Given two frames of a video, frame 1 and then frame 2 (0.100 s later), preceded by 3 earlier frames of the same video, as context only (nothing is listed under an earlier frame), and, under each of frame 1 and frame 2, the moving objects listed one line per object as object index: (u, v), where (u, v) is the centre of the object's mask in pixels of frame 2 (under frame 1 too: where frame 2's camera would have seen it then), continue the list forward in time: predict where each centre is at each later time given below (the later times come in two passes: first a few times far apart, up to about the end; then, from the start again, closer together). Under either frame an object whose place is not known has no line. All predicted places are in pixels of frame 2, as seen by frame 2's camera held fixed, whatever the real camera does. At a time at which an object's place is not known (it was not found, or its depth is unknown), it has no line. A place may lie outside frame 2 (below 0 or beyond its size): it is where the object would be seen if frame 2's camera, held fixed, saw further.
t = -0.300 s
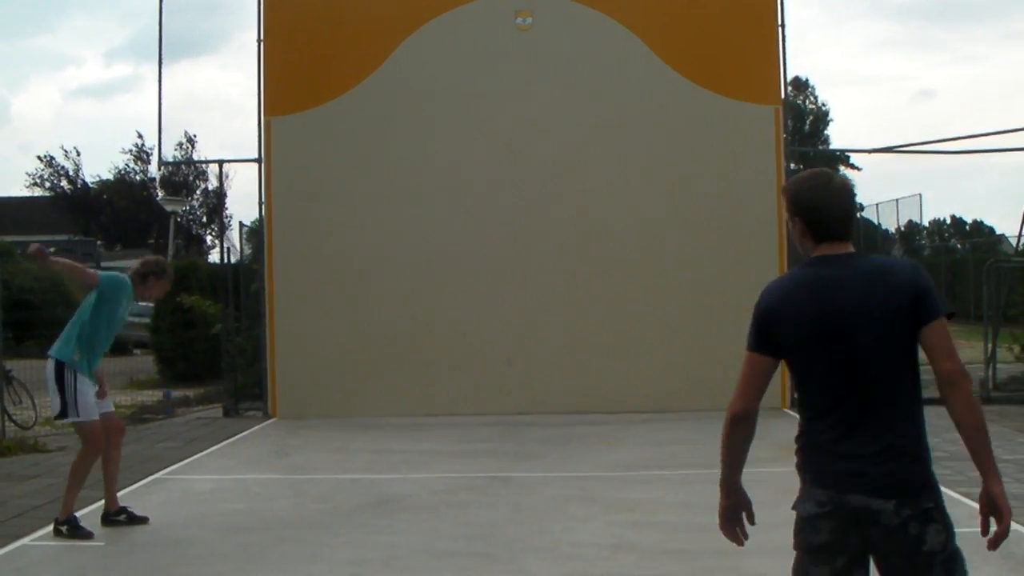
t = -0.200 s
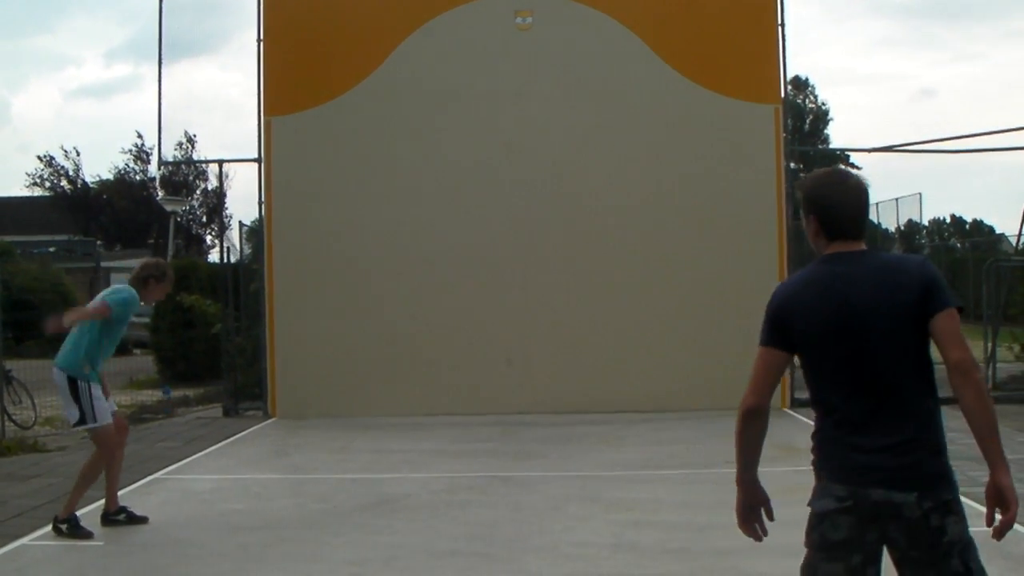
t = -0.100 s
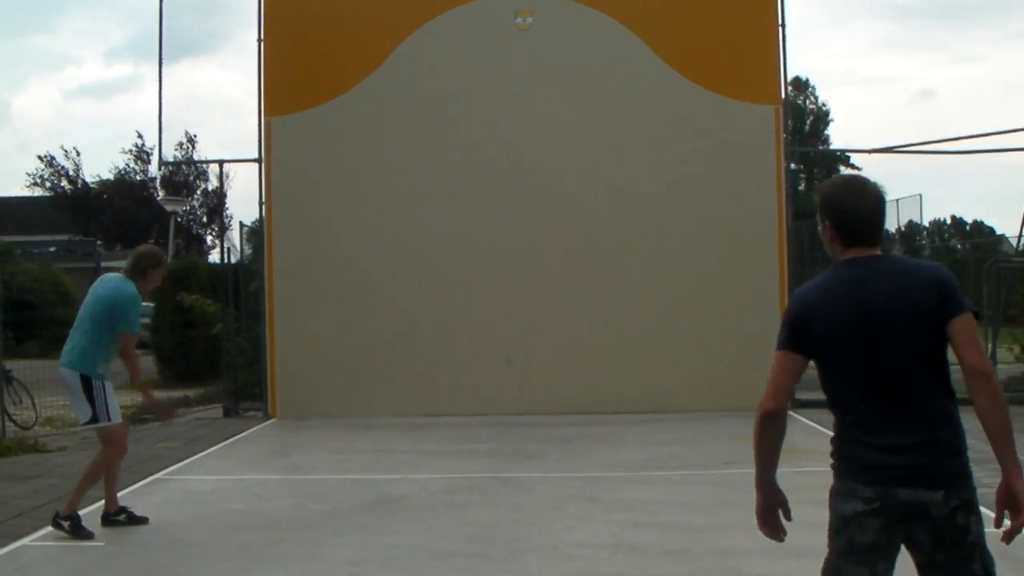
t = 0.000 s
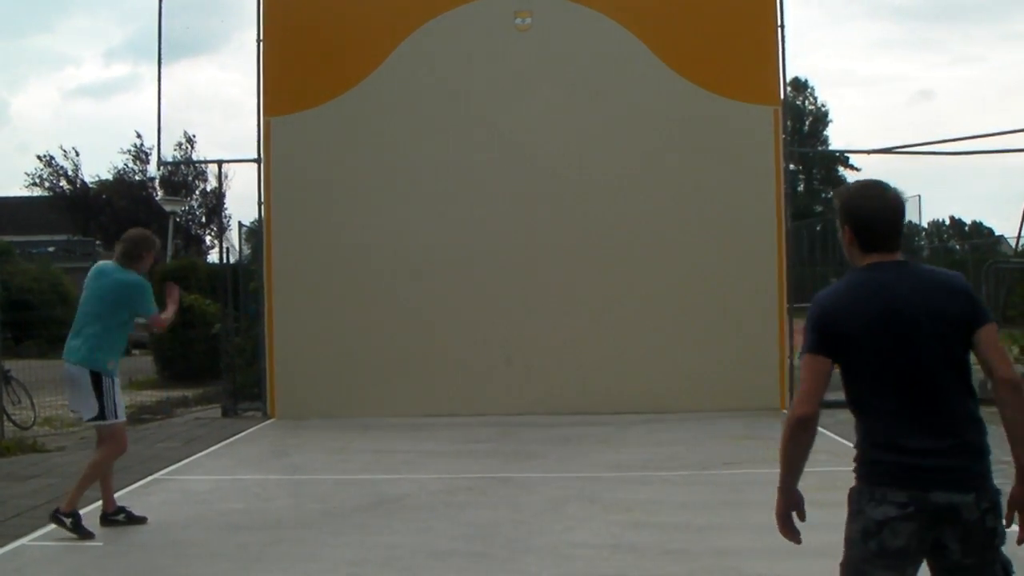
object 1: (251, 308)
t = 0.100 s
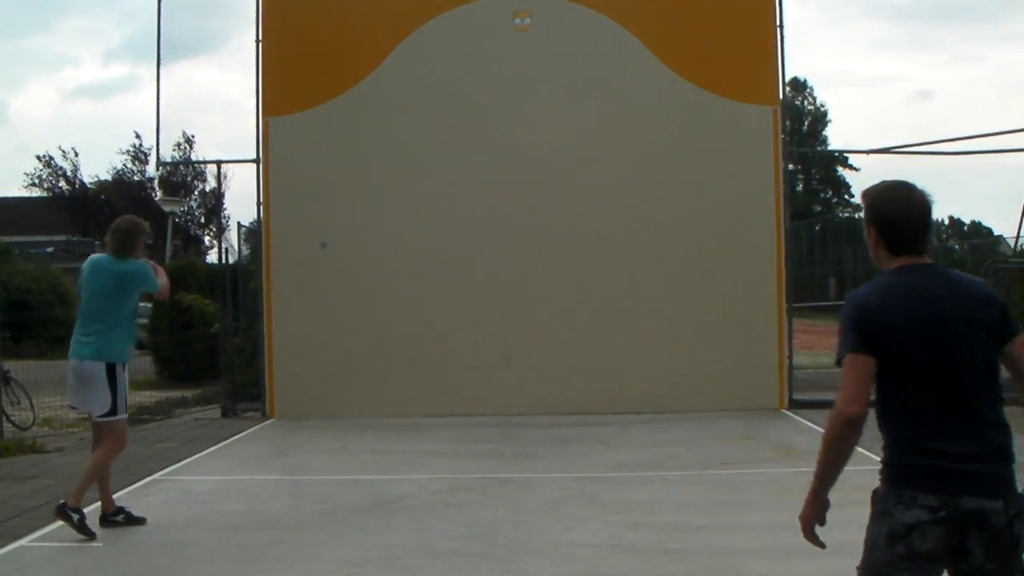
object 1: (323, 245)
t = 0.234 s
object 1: (390, 198)
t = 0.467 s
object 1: (449, 166)
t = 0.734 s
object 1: (475, 164)
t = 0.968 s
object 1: (512, 240)
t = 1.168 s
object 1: (562, 413)
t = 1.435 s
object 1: (637, 420)
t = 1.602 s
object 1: (687, 289)
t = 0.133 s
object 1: (342, 230)
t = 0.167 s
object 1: (359, 217)
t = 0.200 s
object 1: (375, 207)
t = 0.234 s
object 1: (390, 198)
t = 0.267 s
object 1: (403, 192)
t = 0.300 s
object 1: (415, 186)
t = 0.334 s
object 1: (427, 182)
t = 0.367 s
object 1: (438, 179)
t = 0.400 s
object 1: (444, 175)
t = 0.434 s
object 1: (446, 170)
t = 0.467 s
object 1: (449, 166)
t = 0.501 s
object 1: (451, 162)
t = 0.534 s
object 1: (454, 159)
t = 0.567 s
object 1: (457, 157)
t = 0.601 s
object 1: (461, 156)
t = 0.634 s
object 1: (464, 157)
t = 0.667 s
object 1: (467, 158)
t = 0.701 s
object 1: (471, 160)
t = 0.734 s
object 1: (475, 164)
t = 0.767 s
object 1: (480, 169)
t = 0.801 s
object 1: (485, 176)
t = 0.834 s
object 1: (489, 185)
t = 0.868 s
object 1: (494, 195)
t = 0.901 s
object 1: (500, 207)
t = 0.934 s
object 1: (505, 223)
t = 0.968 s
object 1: (512, 240)
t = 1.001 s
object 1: (518, 259)
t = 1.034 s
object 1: (526, 283)
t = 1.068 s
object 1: (534, 309)
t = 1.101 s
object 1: (543, 339)
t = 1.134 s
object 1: (552, 374)
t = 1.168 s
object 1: (562, 413)
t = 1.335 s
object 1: (613, 509)
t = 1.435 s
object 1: (637, 420)
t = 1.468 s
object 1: (646, 392)
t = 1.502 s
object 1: (656, 365)
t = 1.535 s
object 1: (665, 339)
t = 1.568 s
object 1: (676, 313)
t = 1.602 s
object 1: (687, 289)
